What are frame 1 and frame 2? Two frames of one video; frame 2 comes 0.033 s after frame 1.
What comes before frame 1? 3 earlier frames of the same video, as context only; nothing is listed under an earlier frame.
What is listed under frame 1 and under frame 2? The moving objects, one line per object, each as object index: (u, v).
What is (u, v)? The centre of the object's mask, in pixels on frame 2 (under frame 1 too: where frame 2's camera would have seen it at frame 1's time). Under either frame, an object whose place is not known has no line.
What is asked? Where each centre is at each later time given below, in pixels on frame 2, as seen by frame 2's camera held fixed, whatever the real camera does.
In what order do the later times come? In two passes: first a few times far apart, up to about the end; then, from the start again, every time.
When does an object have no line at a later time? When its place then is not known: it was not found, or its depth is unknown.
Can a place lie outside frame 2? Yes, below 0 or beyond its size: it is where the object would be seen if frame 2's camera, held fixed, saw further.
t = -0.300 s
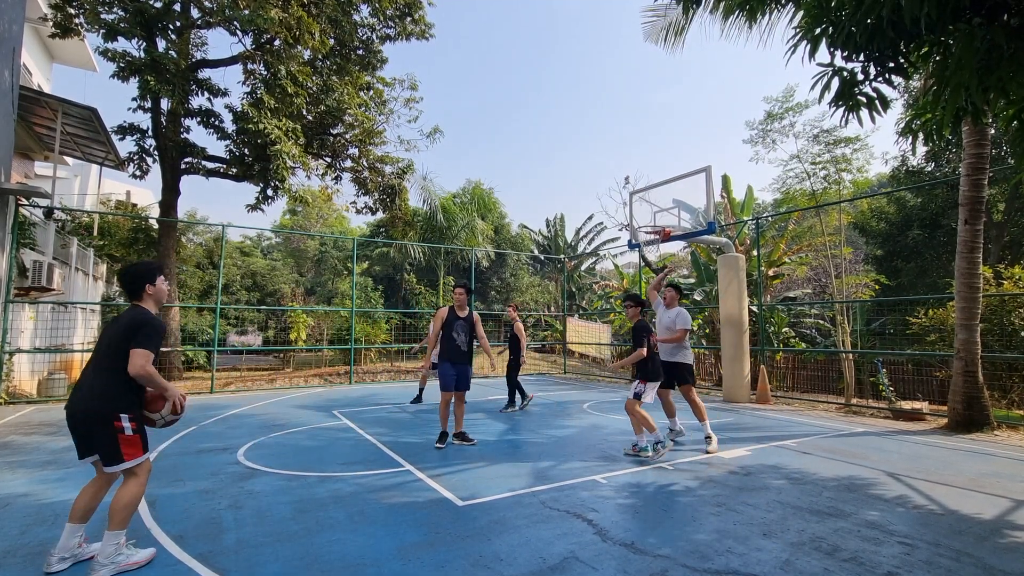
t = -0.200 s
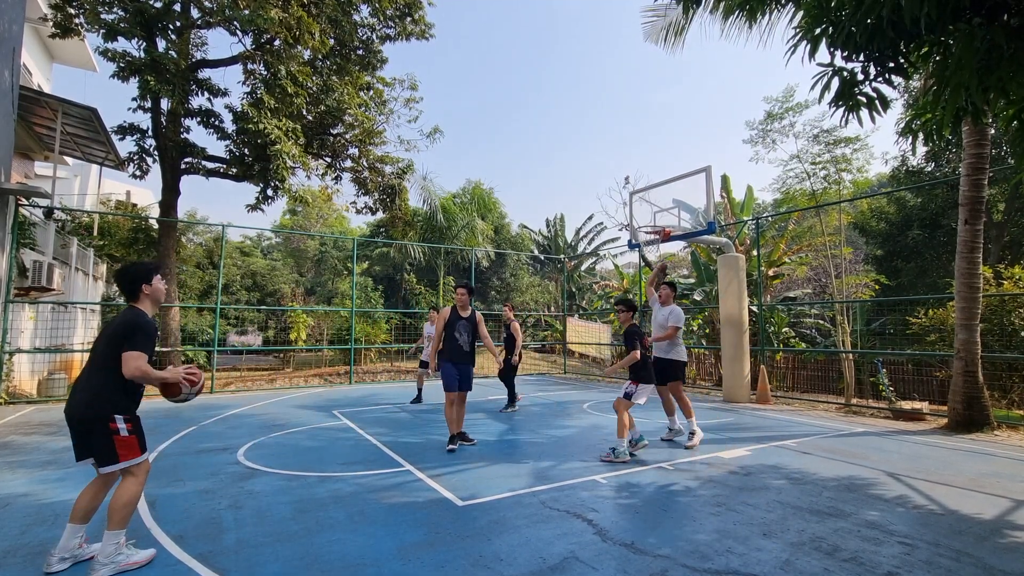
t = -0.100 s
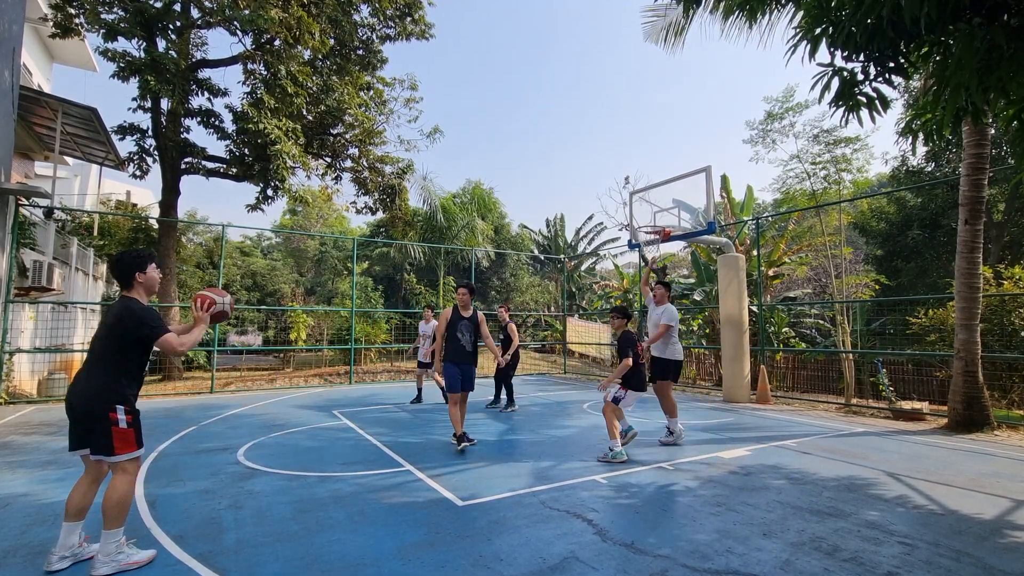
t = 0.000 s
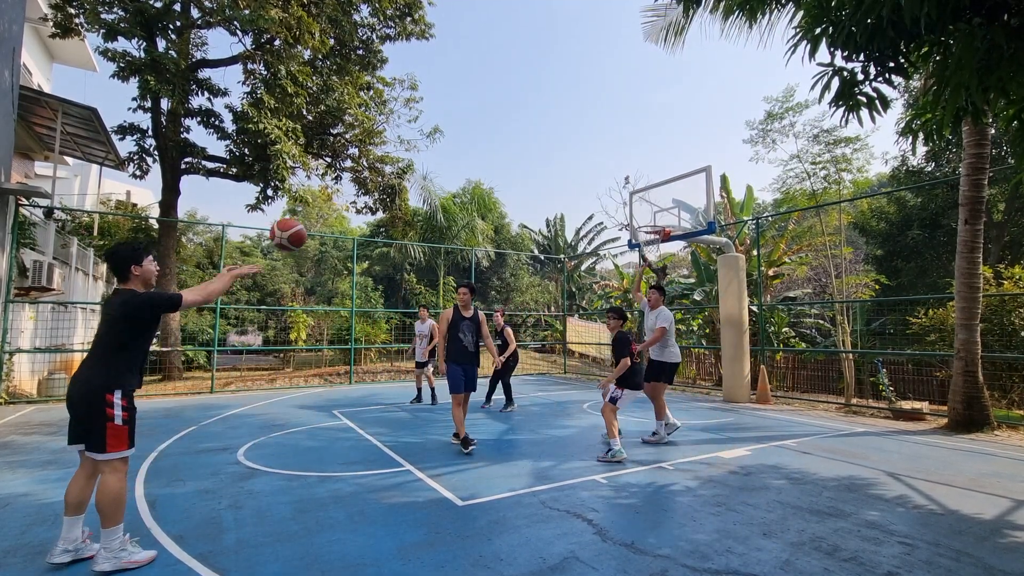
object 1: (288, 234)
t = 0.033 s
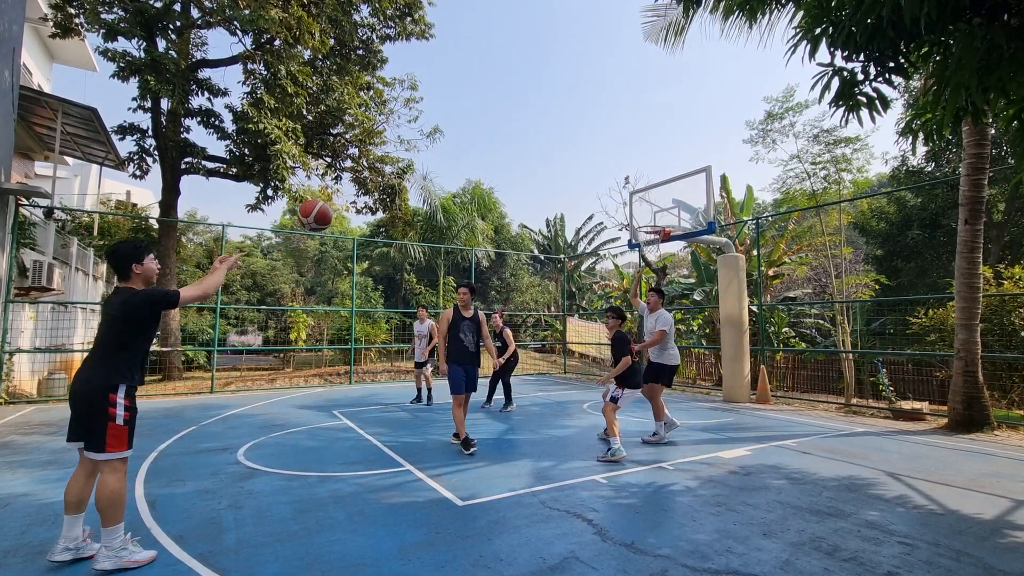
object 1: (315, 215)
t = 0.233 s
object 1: (442, 148)
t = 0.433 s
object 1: (533, 134)
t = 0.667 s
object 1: (612, 162)
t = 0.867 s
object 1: (666, 211)
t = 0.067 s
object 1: (340, 199)
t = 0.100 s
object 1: (362, 184)
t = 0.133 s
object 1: (385, 172)
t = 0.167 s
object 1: (405, 162)
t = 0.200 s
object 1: (424, 154)
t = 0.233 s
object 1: (442, 148)
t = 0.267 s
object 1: (459, 143)
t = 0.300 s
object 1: (476, 139)
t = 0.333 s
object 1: (491, 136)
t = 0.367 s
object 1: (506, 134)
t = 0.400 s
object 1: (520, 134)
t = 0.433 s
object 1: (533, 134)
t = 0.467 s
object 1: (546, 136)
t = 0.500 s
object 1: (558, 138)
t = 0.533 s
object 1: (570, 141)
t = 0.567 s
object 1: (581, 145)
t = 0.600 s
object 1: (592, 150)
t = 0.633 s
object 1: (602, 156)
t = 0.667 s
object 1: (612, 162)
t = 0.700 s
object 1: (622, 169)
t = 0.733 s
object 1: (632, 176)
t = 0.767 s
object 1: (641, 184)
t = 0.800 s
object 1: (649, 193)
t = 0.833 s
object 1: (658, 202)
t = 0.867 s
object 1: (666, 211)
